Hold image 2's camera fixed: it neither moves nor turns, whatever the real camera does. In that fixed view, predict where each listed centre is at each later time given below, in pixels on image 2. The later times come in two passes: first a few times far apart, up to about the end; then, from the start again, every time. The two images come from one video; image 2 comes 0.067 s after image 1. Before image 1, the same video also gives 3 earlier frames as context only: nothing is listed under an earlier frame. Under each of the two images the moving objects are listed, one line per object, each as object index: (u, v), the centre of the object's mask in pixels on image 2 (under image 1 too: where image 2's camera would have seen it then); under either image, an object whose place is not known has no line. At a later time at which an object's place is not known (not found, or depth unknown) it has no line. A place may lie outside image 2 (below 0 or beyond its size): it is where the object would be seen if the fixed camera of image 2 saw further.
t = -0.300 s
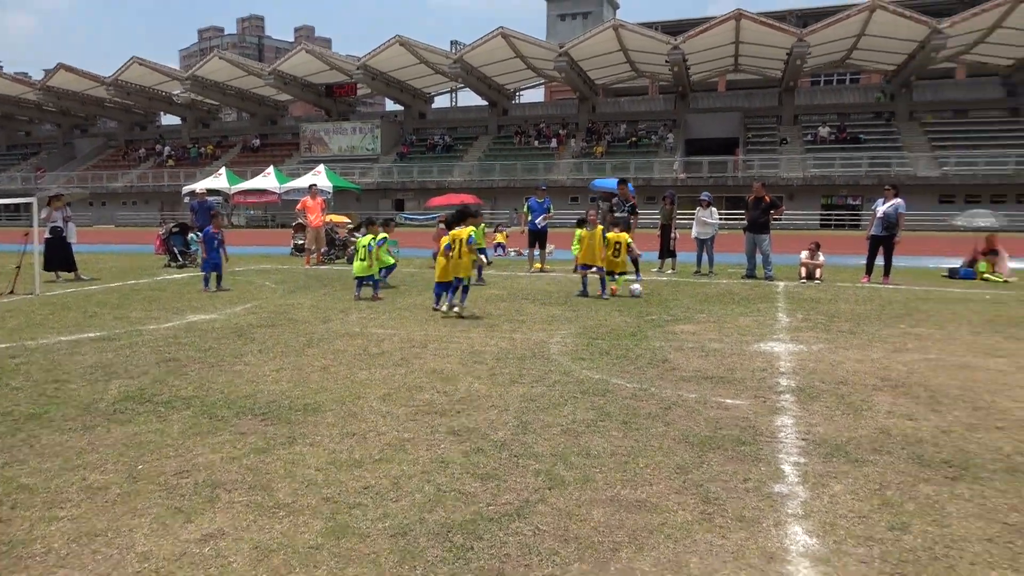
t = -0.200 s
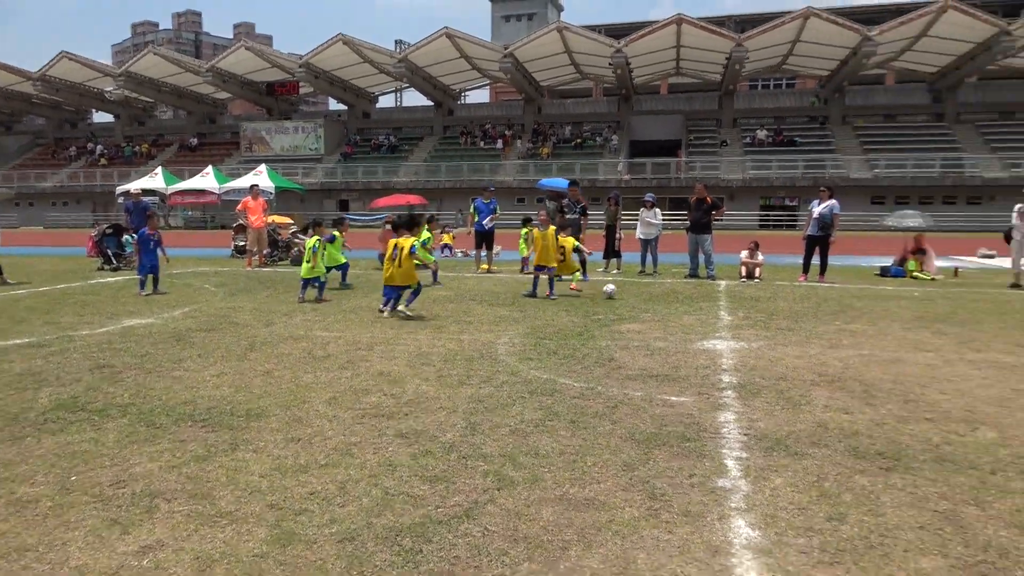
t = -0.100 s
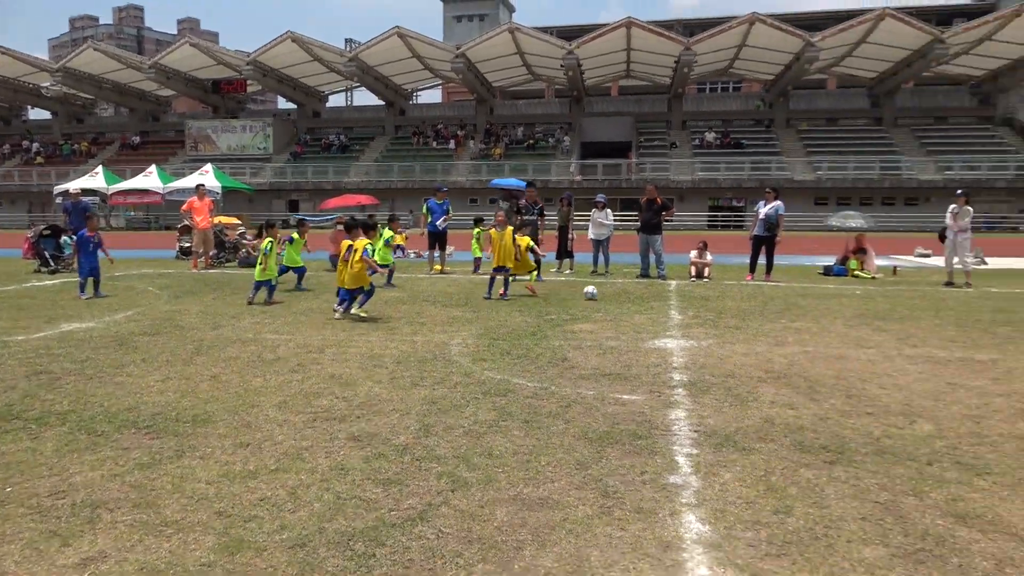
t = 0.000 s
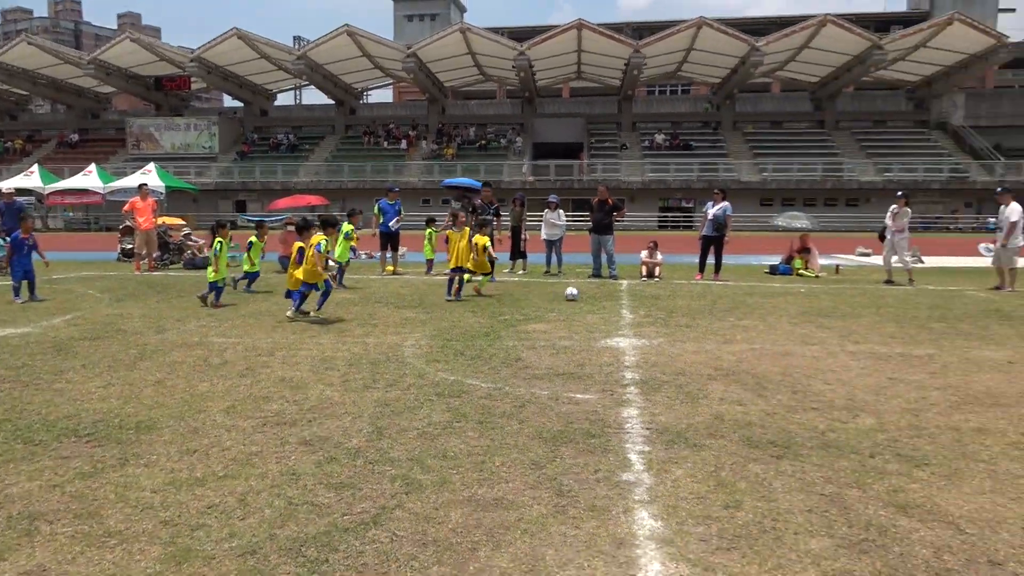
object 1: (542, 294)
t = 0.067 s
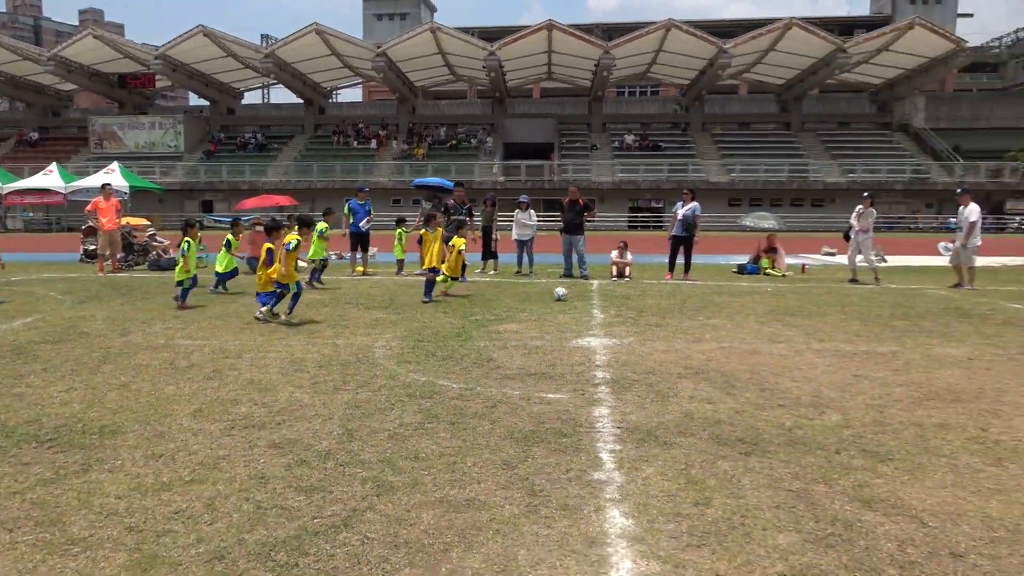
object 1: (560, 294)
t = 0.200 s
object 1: (596, 294)
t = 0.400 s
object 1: (650, 296)
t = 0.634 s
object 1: (712, 298)
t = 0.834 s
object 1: (763, 299)
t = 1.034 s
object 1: (815, 302)
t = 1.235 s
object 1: (866, 304)
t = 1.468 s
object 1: (923, 307)
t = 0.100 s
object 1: (569, 294)
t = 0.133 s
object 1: (578, 294)
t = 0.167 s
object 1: (587, 294)
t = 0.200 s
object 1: (596, 294)
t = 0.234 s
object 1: (605, 295)
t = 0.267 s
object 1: (614, 296)
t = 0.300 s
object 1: (623, 296)
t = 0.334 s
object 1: (632, 297)
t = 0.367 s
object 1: (640, 297)
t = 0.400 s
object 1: (650, 296)
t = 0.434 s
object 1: (659, 297)
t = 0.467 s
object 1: (668, 298)
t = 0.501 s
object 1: (677, 298)
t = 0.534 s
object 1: (685, 297)
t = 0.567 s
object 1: (694, 297)
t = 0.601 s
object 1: (703, 298)
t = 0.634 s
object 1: (712, 298)
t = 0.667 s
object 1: (720, 298)
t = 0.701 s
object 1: (728, 298)
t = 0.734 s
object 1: (737, 299)
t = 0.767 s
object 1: (746, 299)
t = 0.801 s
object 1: (754, 299)
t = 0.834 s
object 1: (763, 299)
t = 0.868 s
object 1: (771, 300)
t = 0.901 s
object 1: (780, 301)
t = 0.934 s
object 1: (789, 301)
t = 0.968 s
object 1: (797, 302)
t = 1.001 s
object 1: (806, 302)
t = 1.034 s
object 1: (815, 302)
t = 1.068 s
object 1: (823, 302)
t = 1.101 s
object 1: (832, 303)
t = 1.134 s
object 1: (841, 303)
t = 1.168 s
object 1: (849, 303)
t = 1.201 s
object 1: (857, 303)
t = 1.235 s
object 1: (866, 304)
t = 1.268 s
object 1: (874, 304)
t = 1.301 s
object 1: (883, 305)
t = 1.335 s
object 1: (891, 304)
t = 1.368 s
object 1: (900, 304)
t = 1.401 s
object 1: (908, 305)
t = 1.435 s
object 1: (916, 306)
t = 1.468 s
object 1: (923, 307)
